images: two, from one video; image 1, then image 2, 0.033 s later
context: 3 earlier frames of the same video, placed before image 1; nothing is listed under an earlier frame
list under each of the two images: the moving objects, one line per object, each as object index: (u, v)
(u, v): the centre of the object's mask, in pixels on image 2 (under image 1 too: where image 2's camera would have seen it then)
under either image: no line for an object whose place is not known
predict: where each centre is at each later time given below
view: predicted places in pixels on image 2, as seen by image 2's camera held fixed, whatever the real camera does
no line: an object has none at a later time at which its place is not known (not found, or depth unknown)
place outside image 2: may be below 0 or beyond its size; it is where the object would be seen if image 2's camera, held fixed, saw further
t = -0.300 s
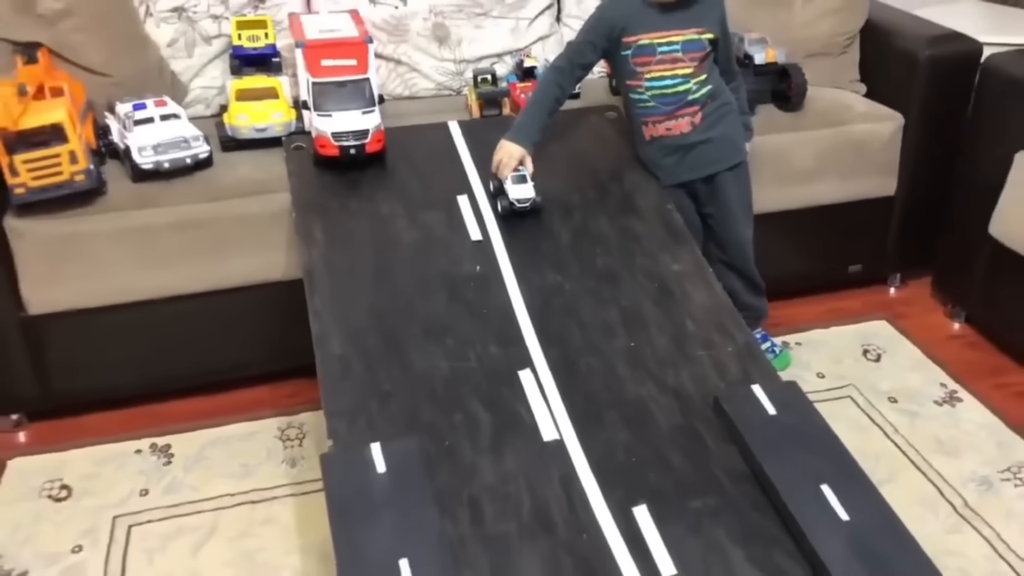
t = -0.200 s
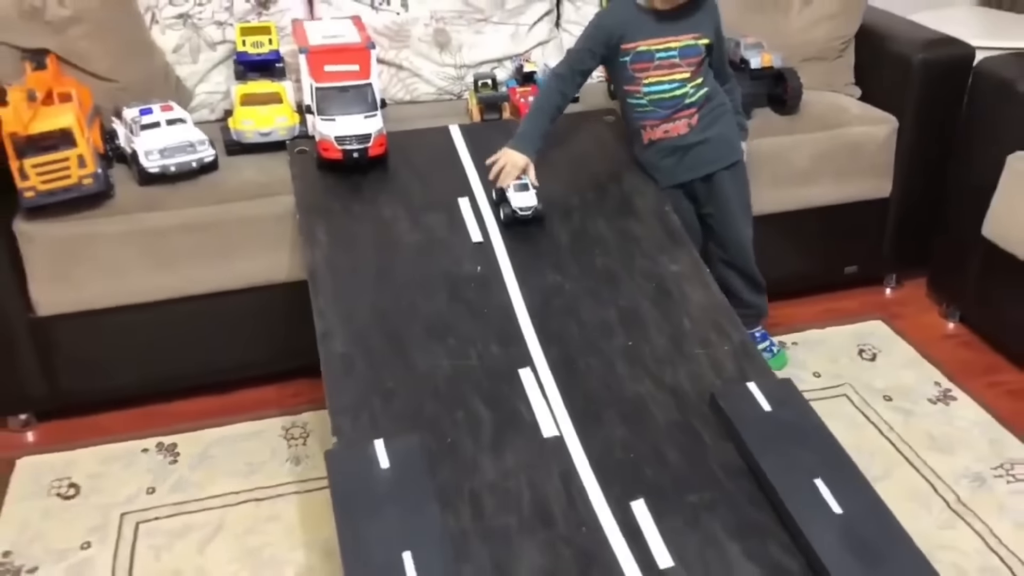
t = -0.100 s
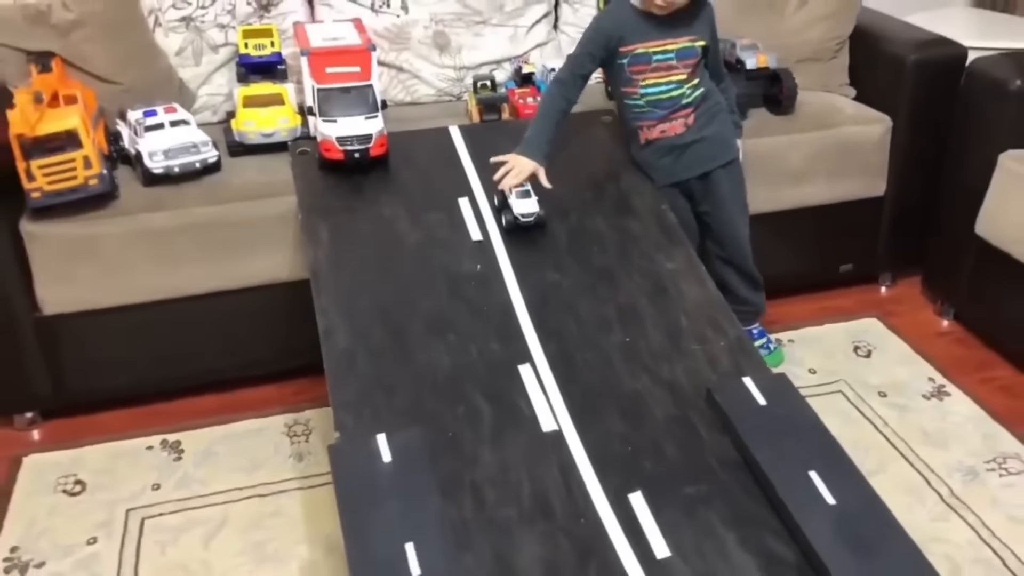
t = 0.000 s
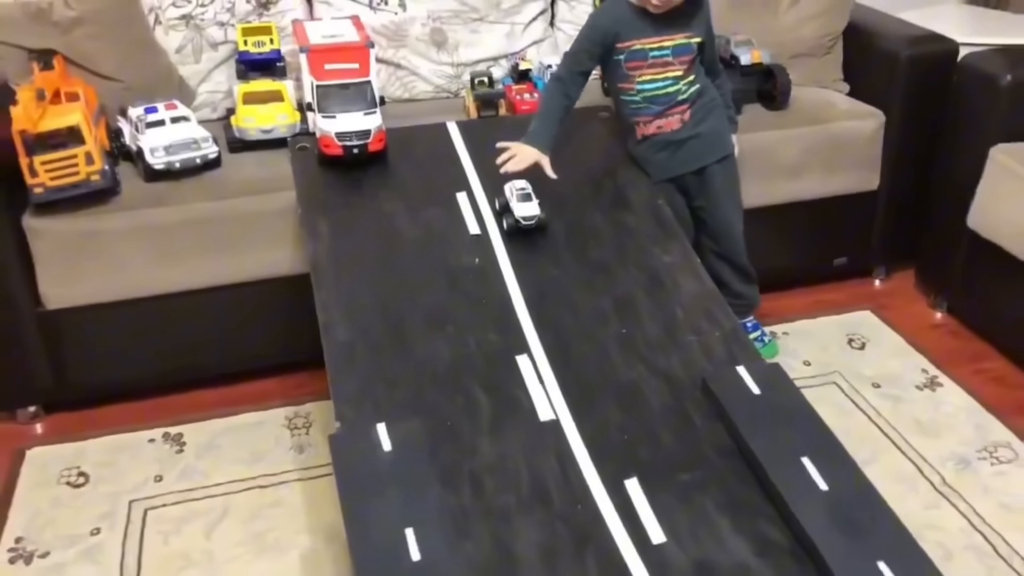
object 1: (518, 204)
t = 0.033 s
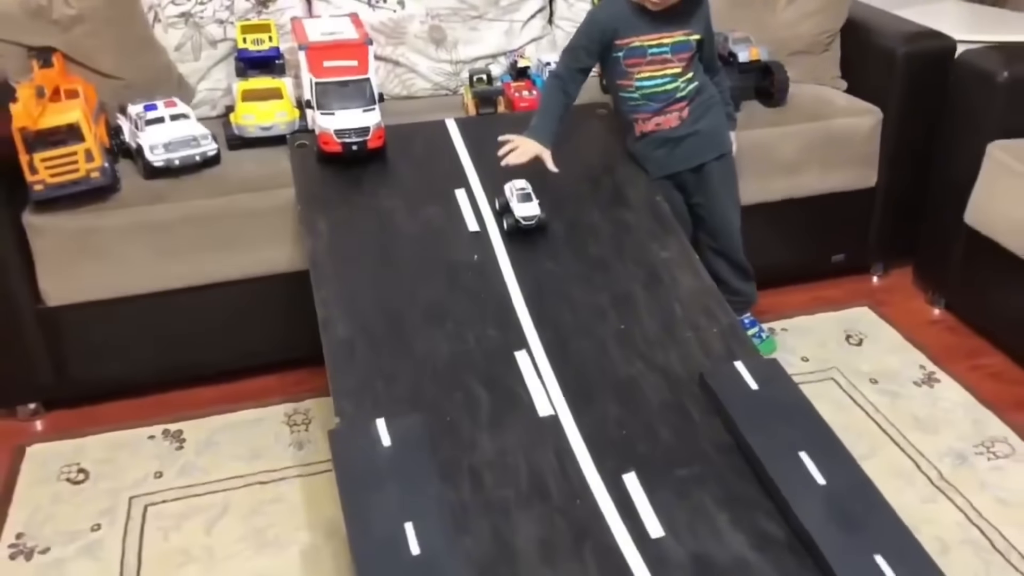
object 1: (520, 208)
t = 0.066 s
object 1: (521, 211)
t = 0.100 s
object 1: (523, 215)
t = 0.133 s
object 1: (525, 220)
